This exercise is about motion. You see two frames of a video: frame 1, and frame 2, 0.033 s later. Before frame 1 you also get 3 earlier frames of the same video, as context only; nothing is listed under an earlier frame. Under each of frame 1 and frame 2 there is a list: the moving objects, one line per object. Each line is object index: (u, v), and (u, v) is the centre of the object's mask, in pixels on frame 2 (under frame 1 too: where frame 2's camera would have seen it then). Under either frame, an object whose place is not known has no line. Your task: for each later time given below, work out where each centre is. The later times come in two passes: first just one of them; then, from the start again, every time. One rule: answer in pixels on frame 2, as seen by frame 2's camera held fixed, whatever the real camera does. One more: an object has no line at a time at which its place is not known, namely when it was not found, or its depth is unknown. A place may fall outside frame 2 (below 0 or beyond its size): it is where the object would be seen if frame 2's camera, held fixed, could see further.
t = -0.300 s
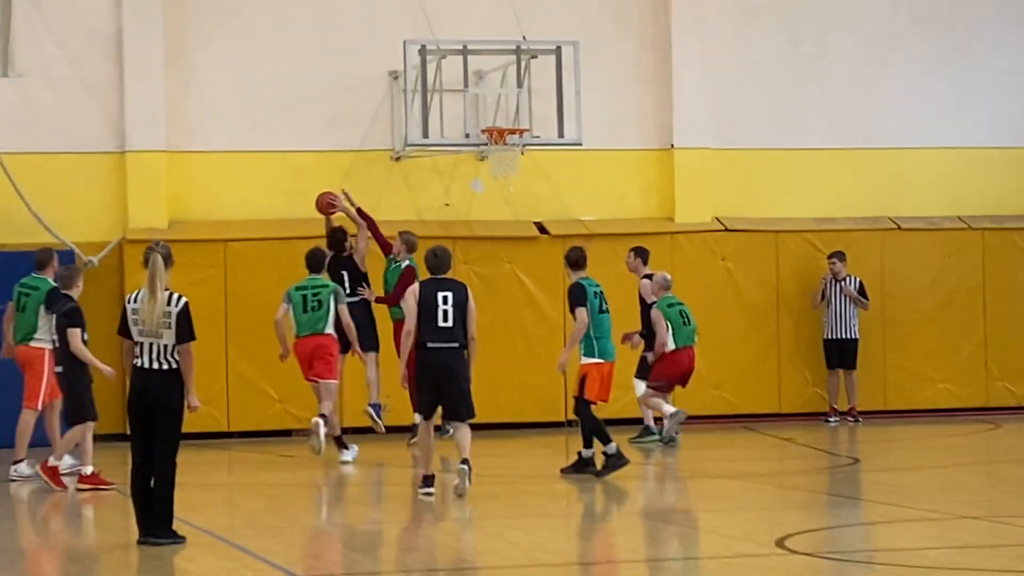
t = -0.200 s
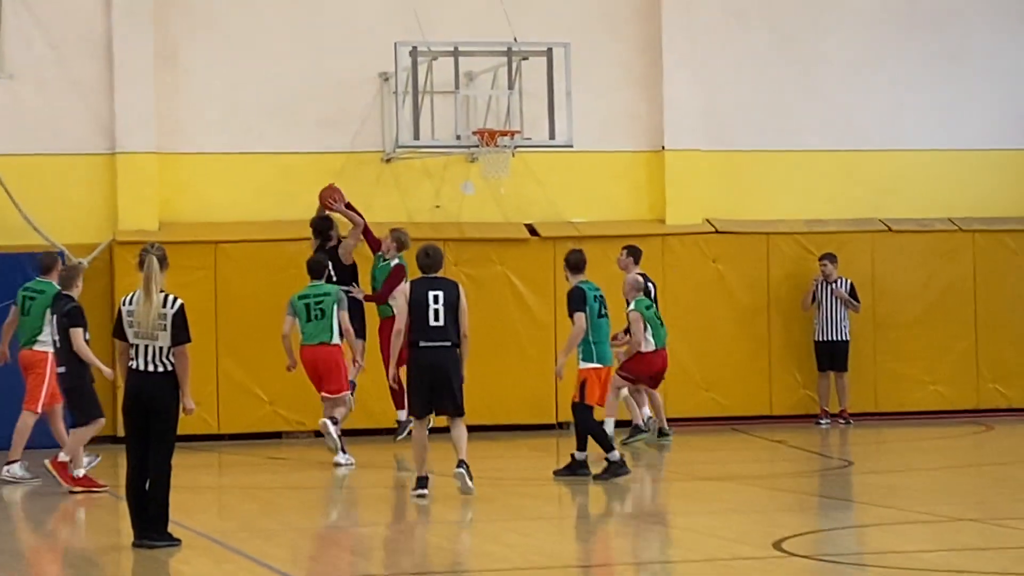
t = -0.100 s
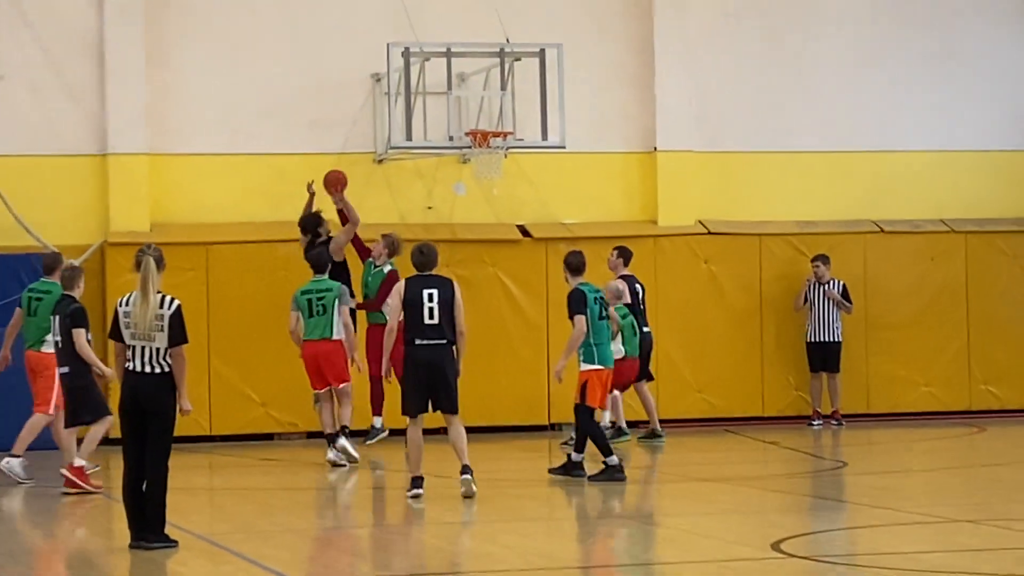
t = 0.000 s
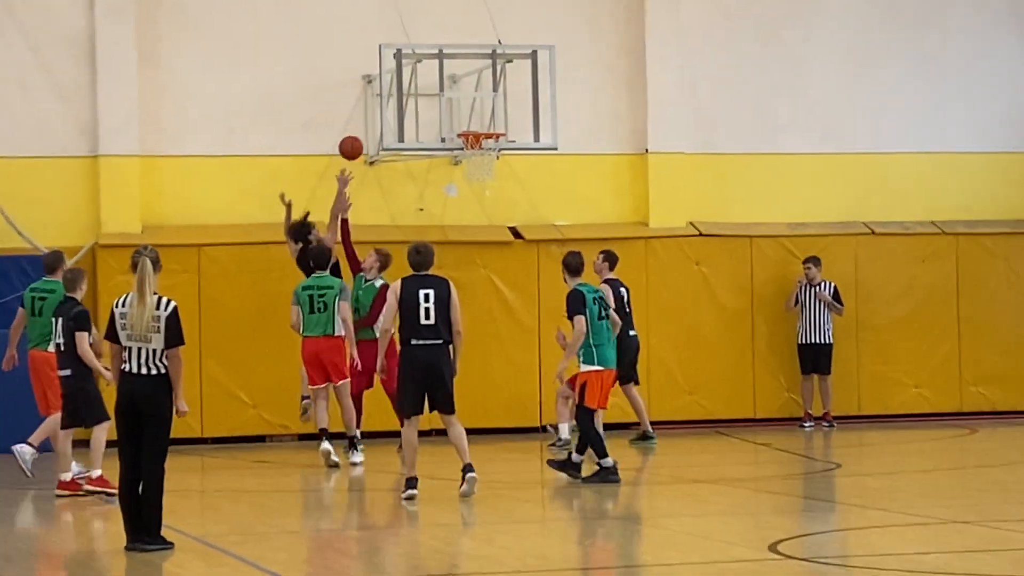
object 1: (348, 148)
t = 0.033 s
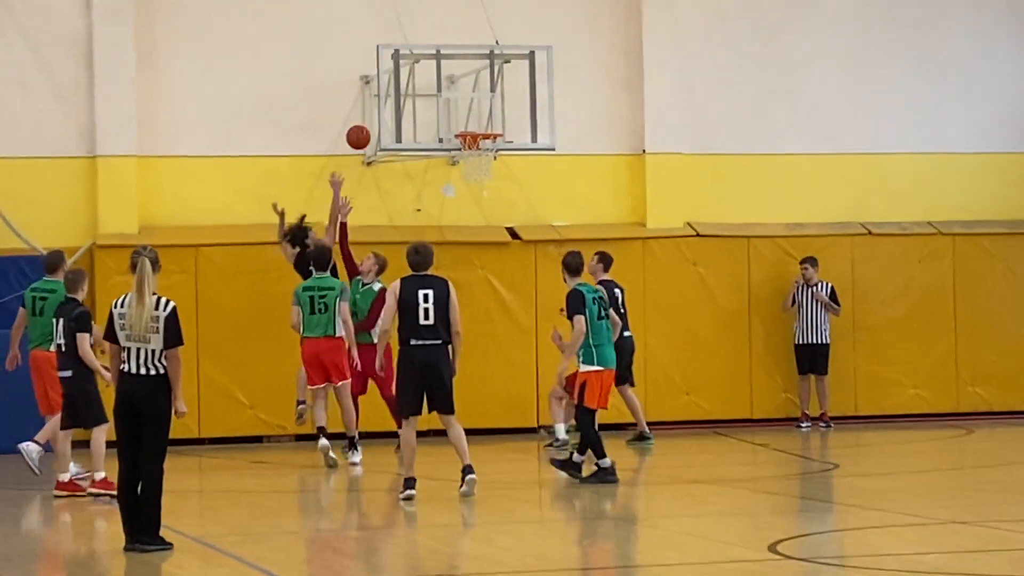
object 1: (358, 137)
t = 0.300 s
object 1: (437, 89)
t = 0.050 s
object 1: (363, 132)
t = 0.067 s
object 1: (368, 127)
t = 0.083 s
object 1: (373, 123)
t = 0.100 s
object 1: (378, 118)
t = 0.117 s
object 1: (383, 114)
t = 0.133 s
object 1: (388, 111)
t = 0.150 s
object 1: (393, 107)
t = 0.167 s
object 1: (398, 104)
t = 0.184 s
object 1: (403, 101)
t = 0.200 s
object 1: (407, 99)
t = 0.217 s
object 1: (413, 96)
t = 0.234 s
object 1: (417, 94)
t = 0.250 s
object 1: (423, 93)
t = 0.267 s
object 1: (427, 91)
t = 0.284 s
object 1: (432, 90)
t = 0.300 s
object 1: (437, 89)
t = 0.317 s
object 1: (442, 89)
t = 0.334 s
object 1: (447, 88)
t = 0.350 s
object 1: (451, 88)
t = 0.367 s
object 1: (456, 89)
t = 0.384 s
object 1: (461, 89)
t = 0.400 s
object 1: (466, 90)
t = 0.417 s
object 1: (471, 91)
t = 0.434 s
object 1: (475, 92)
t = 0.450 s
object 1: (480, 94)
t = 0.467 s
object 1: (484, 96)
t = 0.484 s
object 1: (487, 98)
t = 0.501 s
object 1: (491, 100)
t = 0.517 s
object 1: (494, 102)
